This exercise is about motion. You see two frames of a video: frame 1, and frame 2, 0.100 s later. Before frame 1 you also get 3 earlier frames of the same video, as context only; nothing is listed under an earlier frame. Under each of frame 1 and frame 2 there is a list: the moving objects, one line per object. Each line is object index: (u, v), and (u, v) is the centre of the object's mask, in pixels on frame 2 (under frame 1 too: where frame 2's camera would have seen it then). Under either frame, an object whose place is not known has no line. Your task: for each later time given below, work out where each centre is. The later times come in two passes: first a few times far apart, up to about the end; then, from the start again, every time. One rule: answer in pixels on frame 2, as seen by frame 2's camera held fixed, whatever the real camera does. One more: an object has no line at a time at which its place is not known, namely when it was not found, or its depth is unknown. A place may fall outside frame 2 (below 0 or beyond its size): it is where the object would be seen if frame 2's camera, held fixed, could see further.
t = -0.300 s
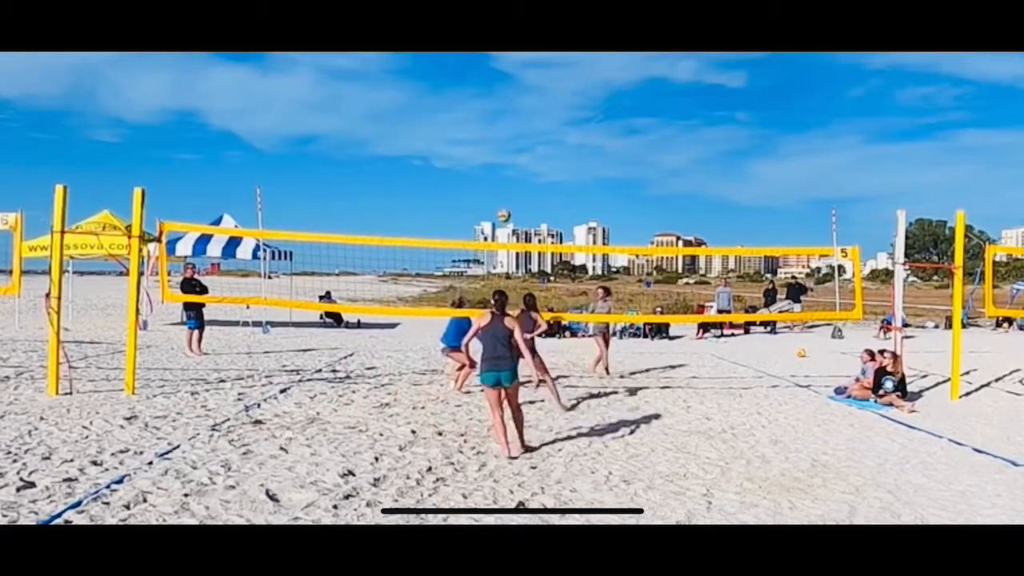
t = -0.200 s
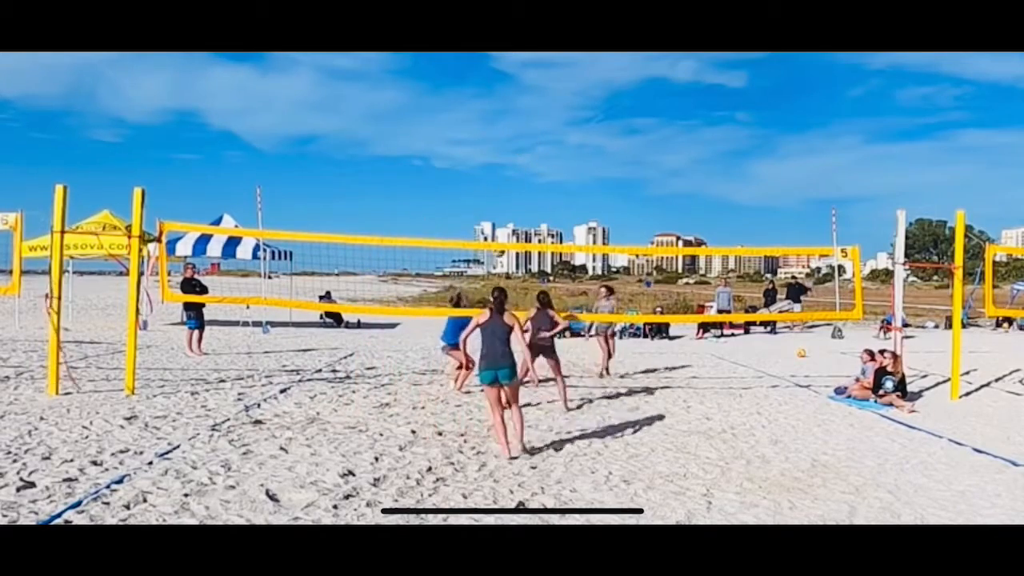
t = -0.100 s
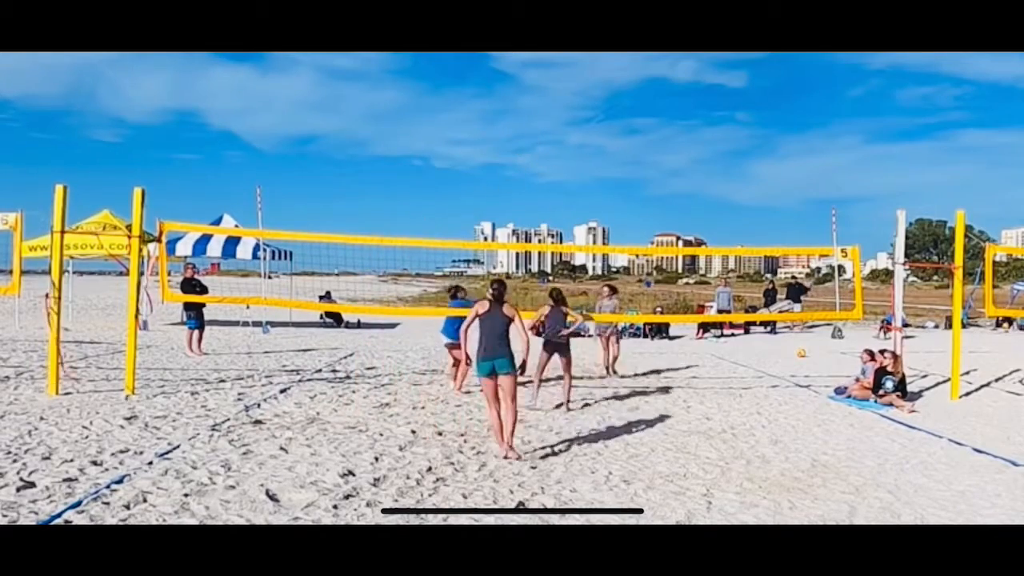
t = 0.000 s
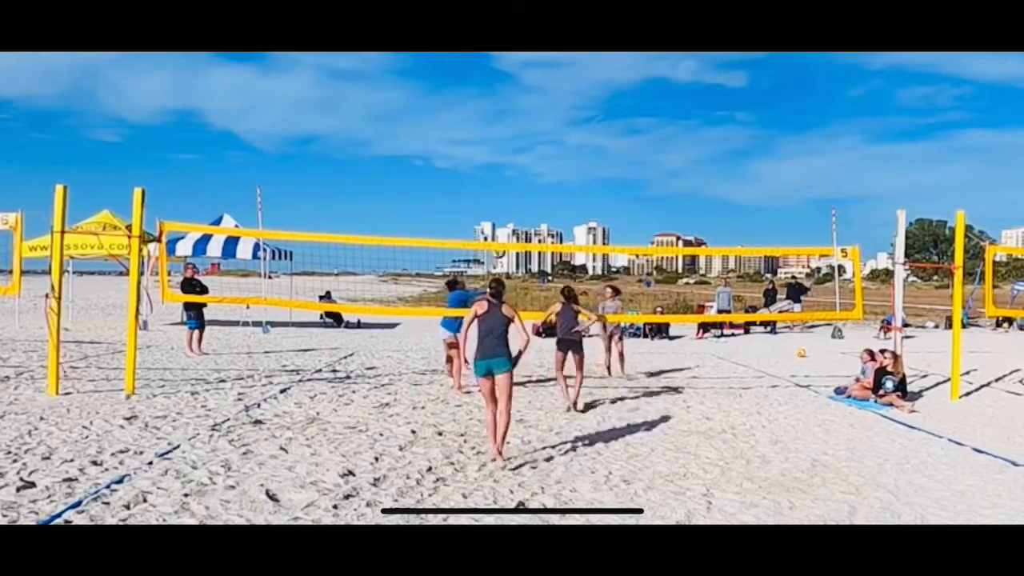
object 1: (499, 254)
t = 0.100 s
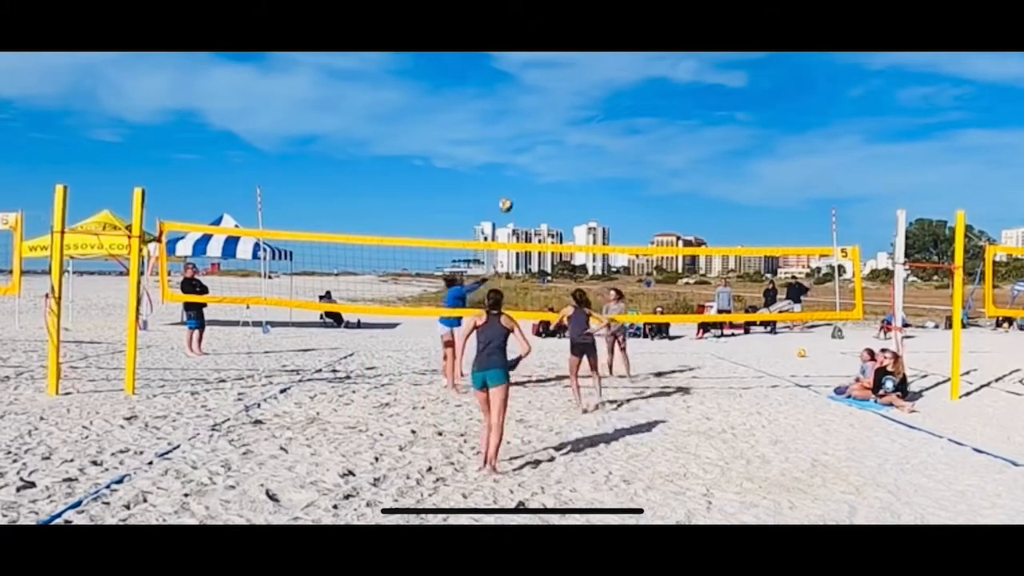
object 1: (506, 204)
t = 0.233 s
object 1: (515, 154)
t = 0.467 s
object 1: (532, 93)
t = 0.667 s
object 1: (548, 71)
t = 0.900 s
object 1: (568, 78)
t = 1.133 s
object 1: (587, 121)
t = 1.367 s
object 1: (607, 198)
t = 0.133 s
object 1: (508, 190)
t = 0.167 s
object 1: (510, 177)
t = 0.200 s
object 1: (512, 165)
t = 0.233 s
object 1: (515, 154)
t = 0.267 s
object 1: (518, 143)
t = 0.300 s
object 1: (520, 133)
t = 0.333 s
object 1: (522, 123)
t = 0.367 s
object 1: (525, 115)
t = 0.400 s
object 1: (527, 107)
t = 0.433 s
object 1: (530, 99)
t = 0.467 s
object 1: (532, 93)
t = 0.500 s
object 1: (535, 88)
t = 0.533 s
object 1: (538, 83)
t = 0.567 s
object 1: (540, 79)
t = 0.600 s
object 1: (543, 76)
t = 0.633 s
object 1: (546, 73)
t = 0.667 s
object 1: (548, 71)
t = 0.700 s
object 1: (551, 70)
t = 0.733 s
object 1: (553, 70)
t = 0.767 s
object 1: (556, 70)
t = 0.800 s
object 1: (559, 71)
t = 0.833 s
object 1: (562, 72)
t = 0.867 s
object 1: (565, 75)
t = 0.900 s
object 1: (568, 78)
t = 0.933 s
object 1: (570, 83)
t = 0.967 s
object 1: (574, 87)
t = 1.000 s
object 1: (576, 92)
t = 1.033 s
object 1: (579, 98)
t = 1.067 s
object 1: (581, 105)
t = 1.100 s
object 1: (584, 113)
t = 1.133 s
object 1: (587, 121)
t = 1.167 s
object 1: (590, 130)
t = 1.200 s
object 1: (593, 140)
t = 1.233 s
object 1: (595, 150)
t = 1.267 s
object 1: (598, 161)
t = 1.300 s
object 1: (601, 173)
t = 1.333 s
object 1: (604, 185)
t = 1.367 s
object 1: (607, 198)
